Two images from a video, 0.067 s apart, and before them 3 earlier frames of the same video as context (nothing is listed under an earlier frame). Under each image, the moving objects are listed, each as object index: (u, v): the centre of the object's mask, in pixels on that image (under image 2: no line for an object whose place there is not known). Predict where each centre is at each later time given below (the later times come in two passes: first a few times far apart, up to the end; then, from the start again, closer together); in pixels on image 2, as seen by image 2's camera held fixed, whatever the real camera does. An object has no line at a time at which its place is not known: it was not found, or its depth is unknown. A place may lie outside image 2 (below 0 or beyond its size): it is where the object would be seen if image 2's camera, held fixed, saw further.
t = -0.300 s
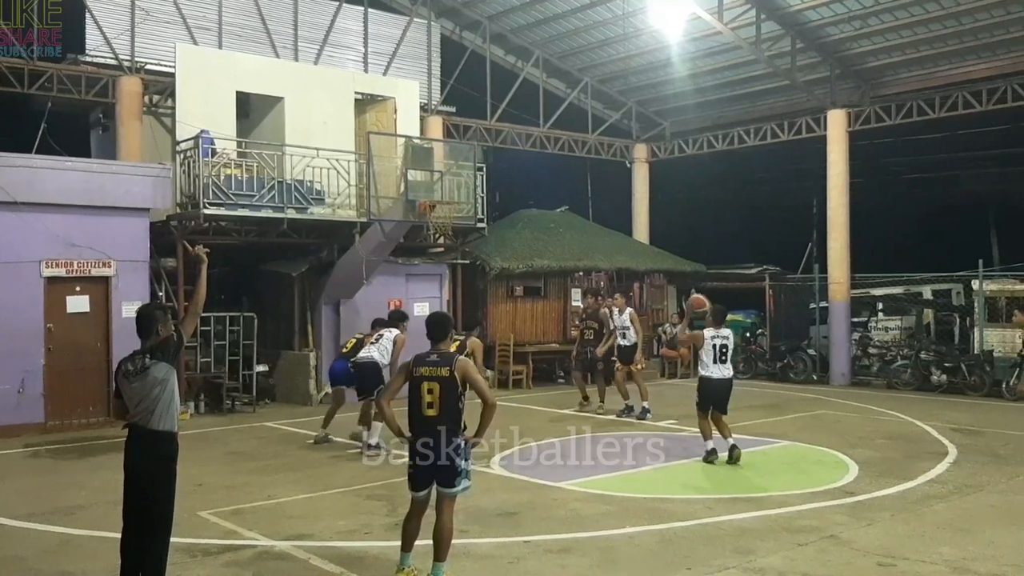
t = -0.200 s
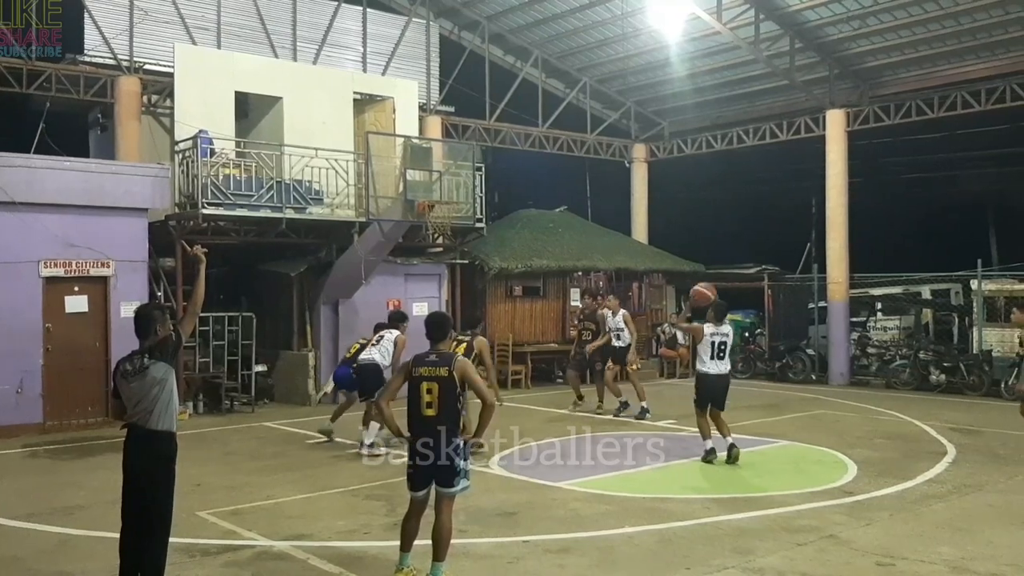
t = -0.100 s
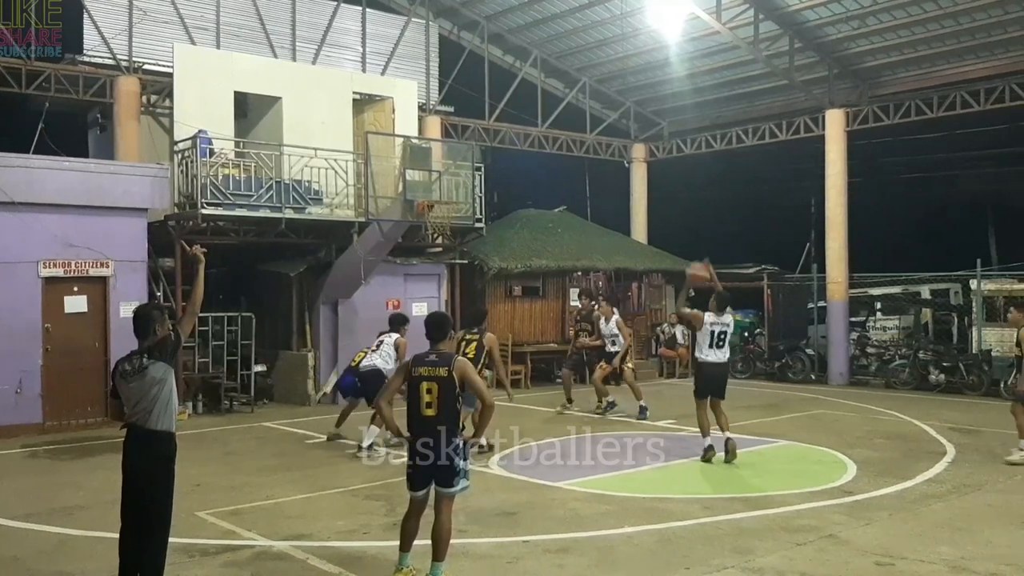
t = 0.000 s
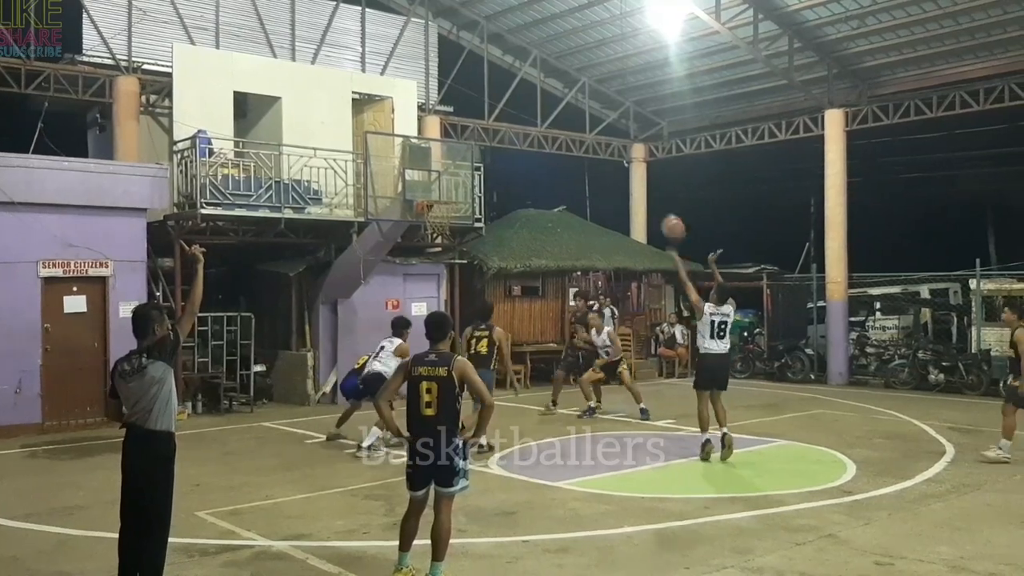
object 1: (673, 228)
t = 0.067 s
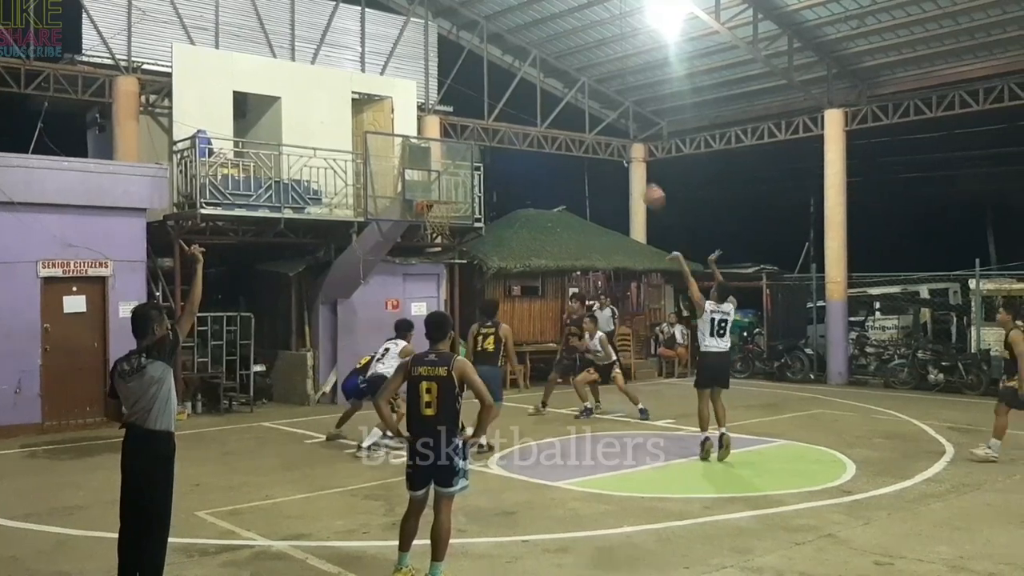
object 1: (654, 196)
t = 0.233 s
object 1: (606, 137)
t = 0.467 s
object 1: (550, 102)
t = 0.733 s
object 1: (493, 115)
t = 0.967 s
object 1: (449, 166)
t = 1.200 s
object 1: (432, 157)
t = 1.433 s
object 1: (429, 119)
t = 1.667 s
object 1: (426, 120)
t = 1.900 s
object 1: (424, 160)
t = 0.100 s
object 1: (645, 183)
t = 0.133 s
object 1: (633, 169)
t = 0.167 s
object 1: (625, 157)
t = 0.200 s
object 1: (616, 146)
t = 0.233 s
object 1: (606, 137)
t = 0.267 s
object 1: (599, 130)
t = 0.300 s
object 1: (590, 123)
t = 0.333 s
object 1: (581, 117)
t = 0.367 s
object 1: (573, 111)
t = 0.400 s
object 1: (566, 107)
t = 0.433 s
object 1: (558, 105)
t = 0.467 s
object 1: (550, 102)
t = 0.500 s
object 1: (543, 101)
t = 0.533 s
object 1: (535, 101)
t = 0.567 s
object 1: (528, 101)
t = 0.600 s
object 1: (521, 102)
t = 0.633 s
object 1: (513, 104)
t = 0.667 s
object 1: (507, 108)
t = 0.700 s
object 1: (499, 110)
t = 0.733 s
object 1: (493, 115)
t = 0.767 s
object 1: (487, 119)
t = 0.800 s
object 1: (481, 126)
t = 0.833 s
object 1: (474, 133)
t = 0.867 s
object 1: (468, 139)
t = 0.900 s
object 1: (462, 148)
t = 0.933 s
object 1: (457, 156)
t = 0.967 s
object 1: (449, 166)
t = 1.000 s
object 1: (445, 175)
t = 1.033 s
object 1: (440, 187)
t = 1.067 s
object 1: (435, 194)
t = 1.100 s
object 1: (435, 183)
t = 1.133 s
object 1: (433, 175)
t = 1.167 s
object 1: (433, 166)
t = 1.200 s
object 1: (432, 157)
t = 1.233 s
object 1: (431, 149)
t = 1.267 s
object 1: (430, 142)
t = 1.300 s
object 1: (430, 135)
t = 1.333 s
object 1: (430, 129)
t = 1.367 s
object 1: (429, 127)
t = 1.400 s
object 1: (429, 123)
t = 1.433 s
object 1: (429, 119)
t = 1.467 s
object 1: (428, 117)
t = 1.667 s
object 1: (426, 120)
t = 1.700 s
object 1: (426, 124)
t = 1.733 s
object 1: (426, 128)
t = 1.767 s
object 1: (425, 131)
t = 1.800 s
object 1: (423, 139)
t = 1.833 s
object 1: (424, 145)
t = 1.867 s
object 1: (423, 152)
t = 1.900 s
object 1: (424, 160)
